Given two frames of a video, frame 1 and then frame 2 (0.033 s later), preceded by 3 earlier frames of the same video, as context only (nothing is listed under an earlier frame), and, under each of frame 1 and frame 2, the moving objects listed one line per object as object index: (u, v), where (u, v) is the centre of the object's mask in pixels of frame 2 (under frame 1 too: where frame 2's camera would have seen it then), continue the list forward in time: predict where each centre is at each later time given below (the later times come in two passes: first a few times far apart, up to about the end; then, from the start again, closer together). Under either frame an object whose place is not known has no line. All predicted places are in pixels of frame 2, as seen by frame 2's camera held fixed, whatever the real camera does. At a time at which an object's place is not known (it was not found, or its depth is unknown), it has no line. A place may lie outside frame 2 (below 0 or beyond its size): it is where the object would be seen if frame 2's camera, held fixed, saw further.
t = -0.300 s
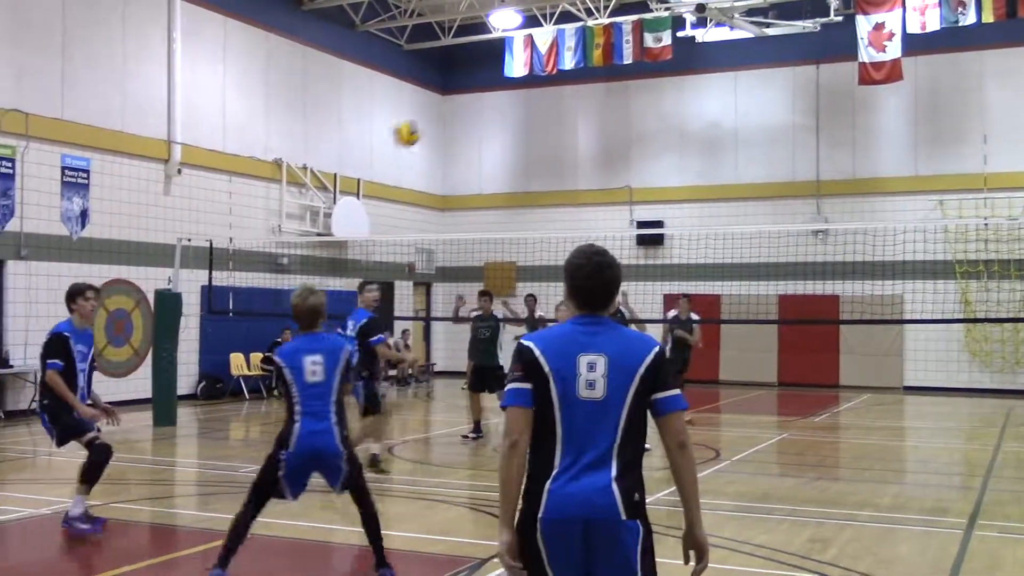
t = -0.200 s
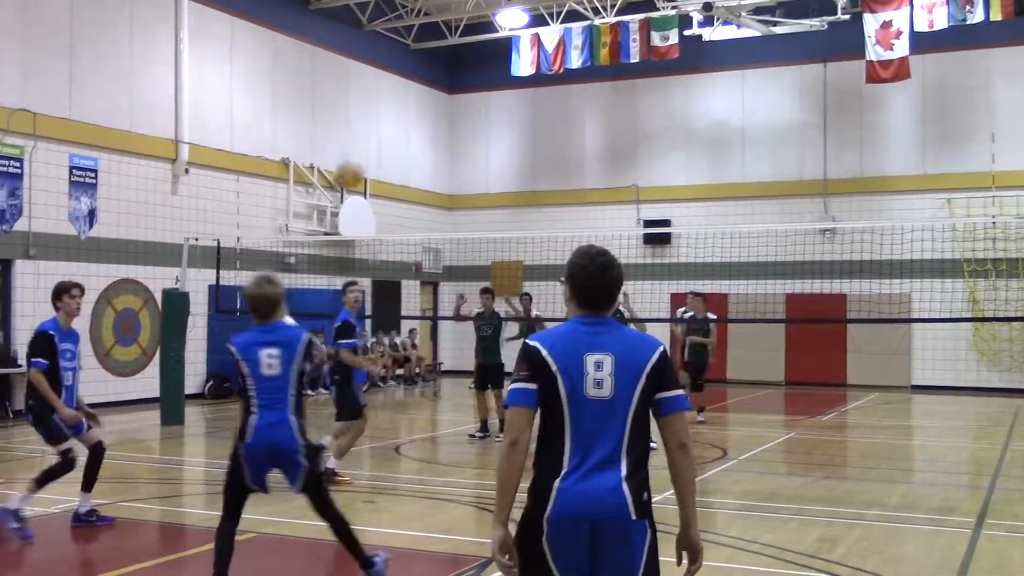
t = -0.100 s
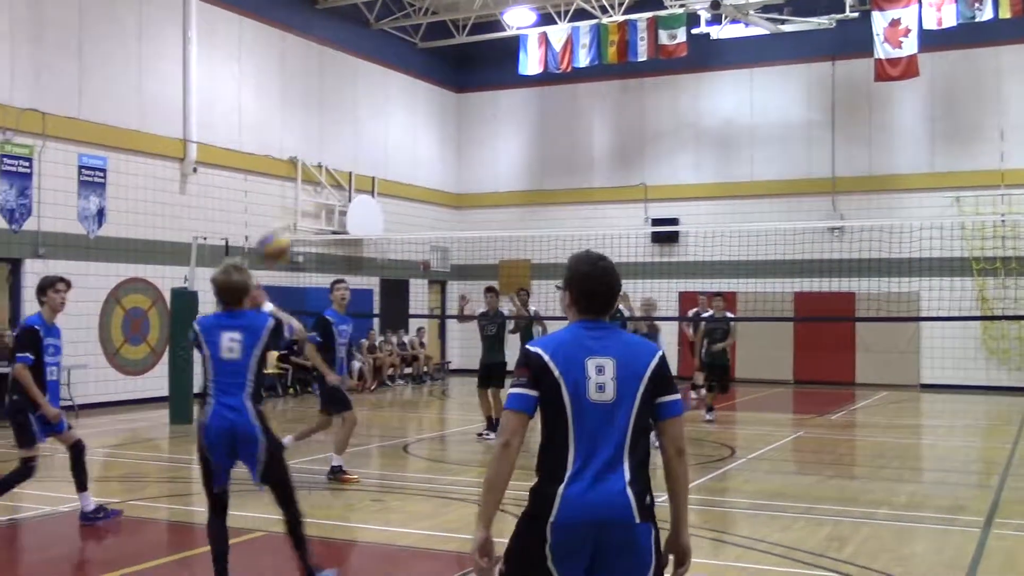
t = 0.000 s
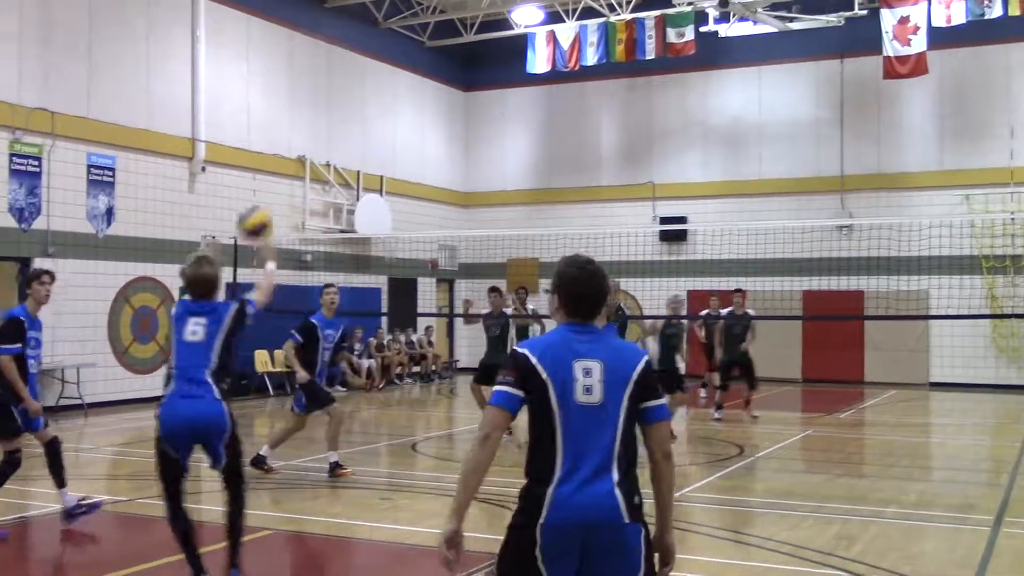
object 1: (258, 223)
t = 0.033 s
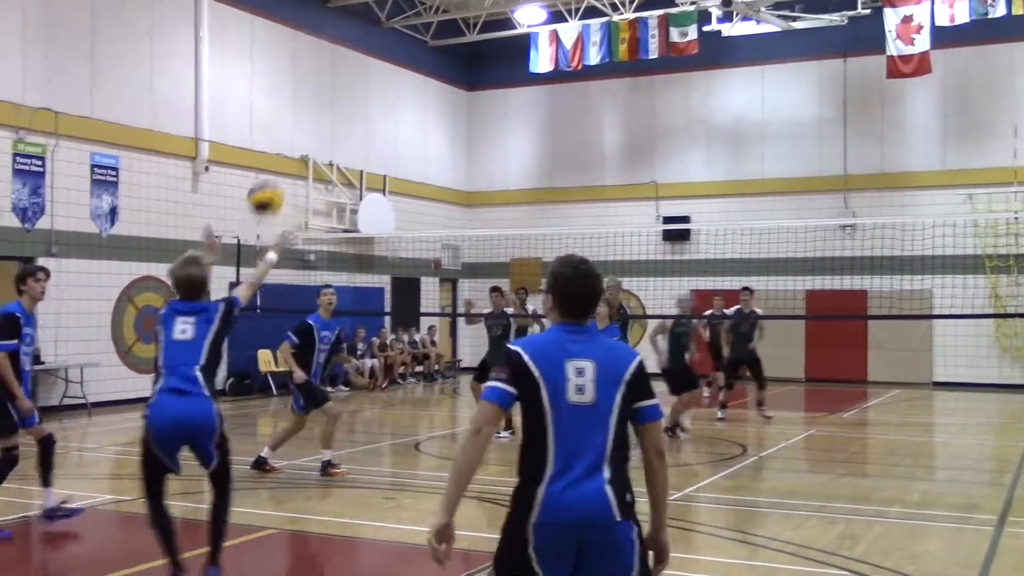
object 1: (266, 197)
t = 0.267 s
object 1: (309, 82)
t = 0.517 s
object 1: (350, 58)
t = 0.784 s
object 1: (389, 131)
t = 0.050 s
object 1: (269, 185)
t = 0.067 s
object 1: (271, 174)
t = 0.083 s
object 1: (274, 164)
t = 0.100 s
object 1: (279, 153)
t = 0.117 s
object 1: (282, 144)
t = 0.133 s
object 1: (285, 134)
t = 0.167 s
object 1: (290, 119)
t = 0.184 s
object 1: (294, 111)
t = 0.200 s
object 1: (298, 105)
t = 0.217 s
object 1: (300, 98)
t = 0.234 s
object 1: (303, 93)
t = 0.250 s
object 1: (306, 87)
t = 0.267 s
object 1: (309, 82)
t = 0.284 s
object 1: (312, 76)
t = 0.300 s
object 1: (315, 72)
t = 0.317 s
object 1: (317, 69)
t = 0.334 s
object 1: (320, 66)
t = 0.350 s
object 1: (323, 63)
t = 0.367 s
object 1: (326, 60)
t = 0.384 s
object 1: (328, 58)
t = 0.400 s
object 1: (331, 57)
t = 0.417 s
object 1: (333, 56)
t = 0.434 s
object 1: (337, 55)
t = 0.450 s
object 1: (339, 55)
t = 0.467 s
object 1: (342, 55)
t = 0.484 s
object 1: (344, 56)
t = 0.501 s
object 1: (347, 57)
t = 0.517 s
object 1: (350, 58)
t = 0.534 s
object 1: (352, 60)
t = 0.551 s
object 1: (356, 62)
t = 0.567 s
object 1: (358, 65)
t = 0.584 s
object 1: (360, 68)
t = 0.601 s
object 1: (362, 71)
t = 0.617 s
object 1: (365, 75)
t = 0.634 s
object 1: (366, 79)
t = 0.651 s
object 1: (369, 84)
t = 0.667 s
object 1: (372, 88)
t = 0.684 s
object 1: (374, 94)
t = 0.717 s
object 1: (378, 104)
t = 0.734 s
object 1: (381, 110)
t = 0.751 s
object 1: (383, 117)
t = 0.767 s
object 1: (386, 124)
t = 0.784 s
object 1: (389, 131)
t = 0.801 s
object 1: (391, 139)
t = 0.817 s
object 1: (394, 146)
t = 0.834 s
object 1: (396, 155)
